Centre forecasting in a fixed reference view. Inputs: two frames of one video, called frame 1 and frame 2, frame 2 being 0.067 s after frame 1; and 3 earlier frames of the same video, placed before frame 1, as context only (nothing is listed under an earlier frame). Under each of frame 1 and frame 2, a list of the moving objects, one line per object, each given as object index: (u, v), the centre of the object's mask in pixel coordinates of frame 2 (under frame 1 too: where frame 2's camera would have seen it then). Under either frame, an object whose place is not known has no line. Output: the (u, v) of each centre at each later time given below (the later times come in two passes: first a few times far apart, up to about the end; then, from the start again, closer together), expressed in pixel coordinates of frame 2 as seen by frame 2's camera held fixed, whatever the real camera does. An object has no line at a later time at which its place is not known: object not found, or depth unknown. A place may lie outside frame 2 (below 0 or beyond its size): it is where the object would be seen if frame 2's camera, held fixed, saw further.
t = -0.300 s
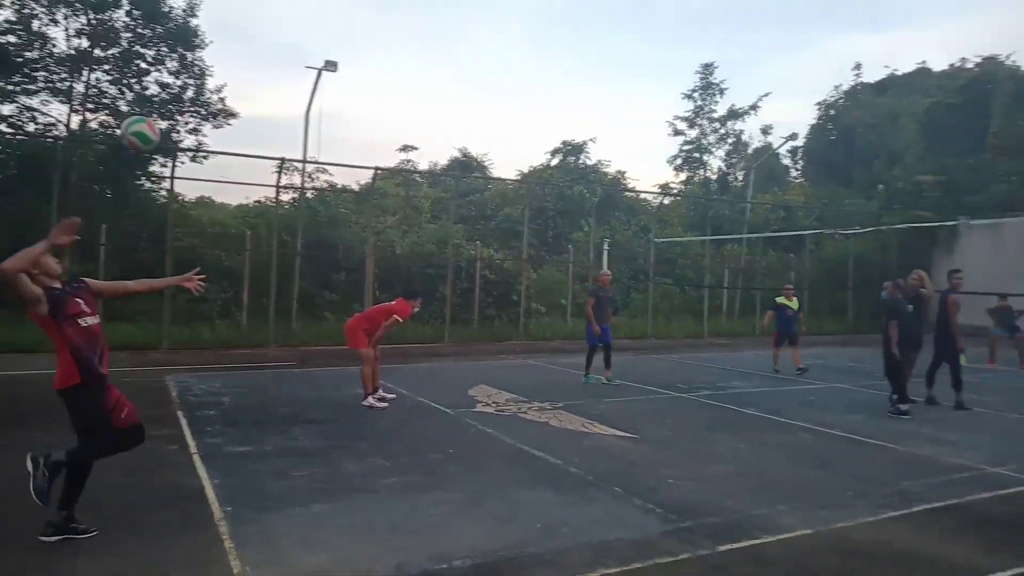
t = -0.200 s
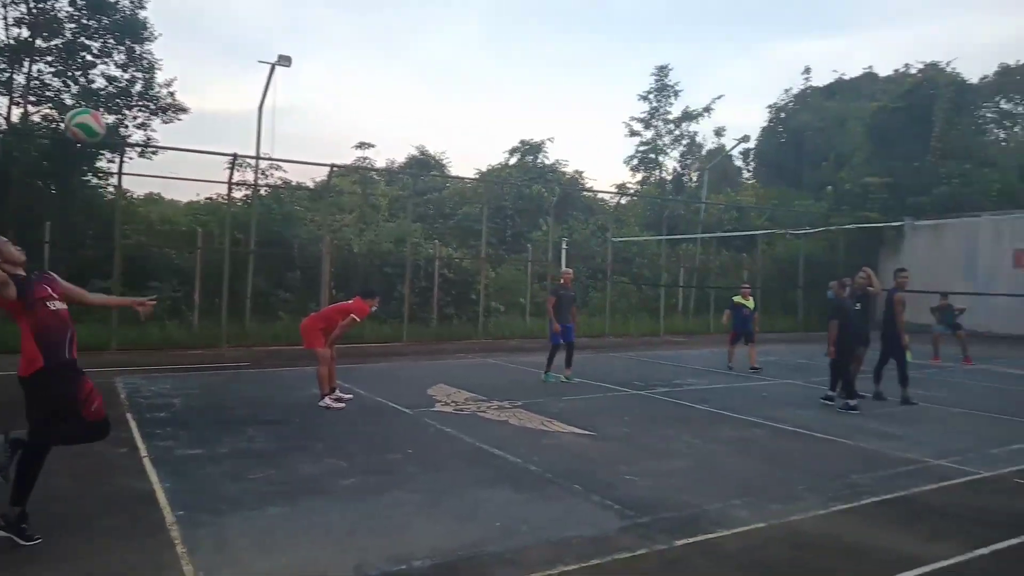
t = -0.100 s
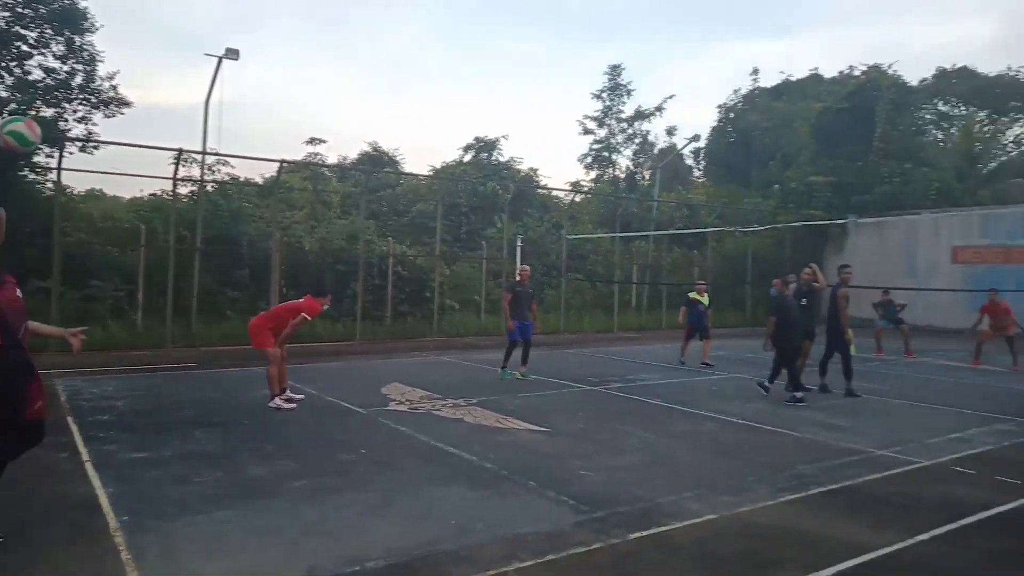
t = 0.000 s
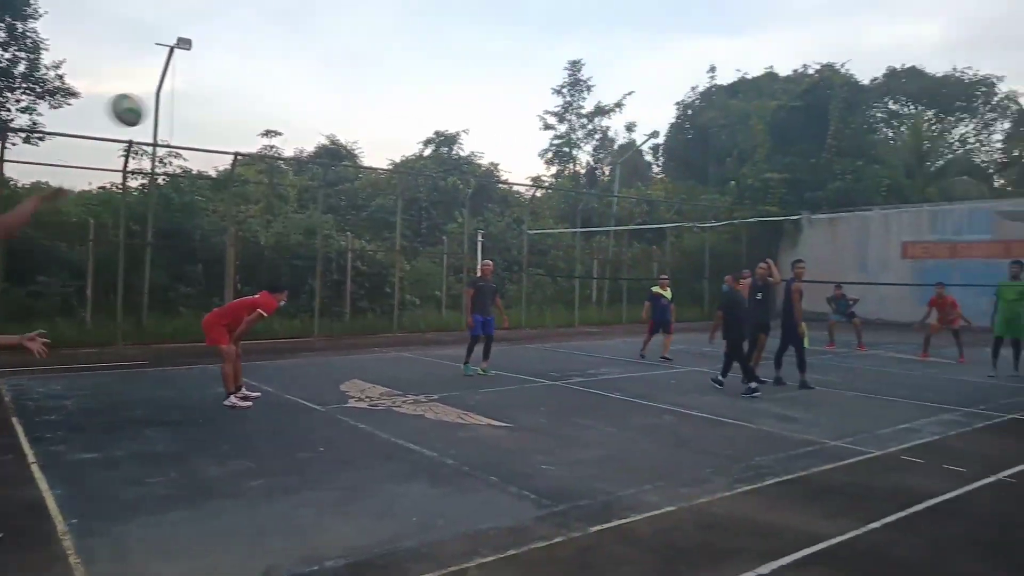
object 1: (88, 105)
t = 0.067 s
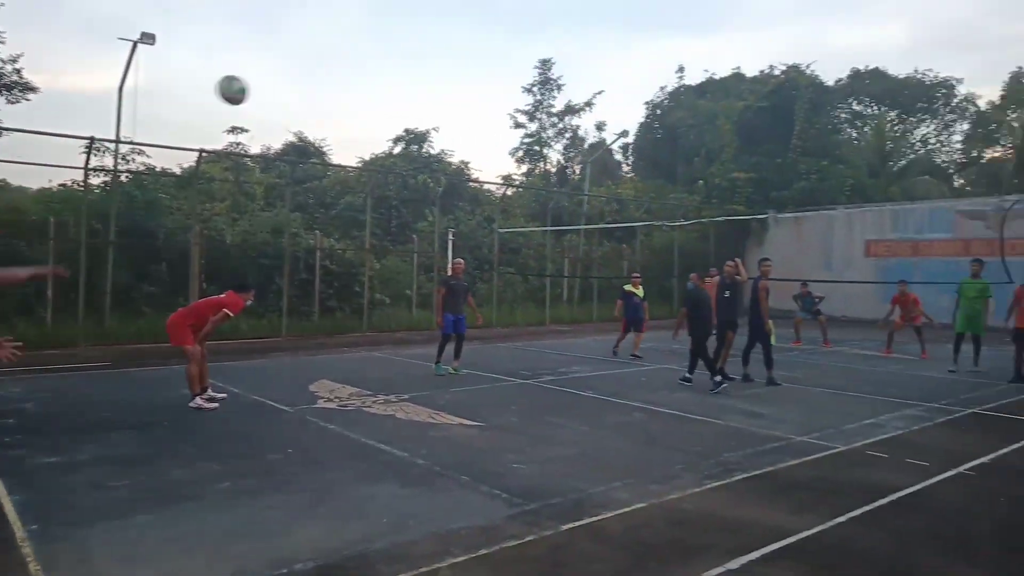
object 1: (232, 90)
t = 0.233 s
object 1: (455, 87)
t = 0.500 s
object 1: (635, 133)
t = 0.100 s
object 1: (288, 86)
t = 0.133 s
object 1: (338, 83)
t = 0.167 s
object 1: (382, 83)
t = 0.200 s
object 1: (420, 84)
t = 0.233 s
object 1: (455, 87)
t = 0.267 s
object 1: (486, 90)
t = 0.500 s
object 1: (635, 133)
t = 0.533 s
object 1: (650, 142)
